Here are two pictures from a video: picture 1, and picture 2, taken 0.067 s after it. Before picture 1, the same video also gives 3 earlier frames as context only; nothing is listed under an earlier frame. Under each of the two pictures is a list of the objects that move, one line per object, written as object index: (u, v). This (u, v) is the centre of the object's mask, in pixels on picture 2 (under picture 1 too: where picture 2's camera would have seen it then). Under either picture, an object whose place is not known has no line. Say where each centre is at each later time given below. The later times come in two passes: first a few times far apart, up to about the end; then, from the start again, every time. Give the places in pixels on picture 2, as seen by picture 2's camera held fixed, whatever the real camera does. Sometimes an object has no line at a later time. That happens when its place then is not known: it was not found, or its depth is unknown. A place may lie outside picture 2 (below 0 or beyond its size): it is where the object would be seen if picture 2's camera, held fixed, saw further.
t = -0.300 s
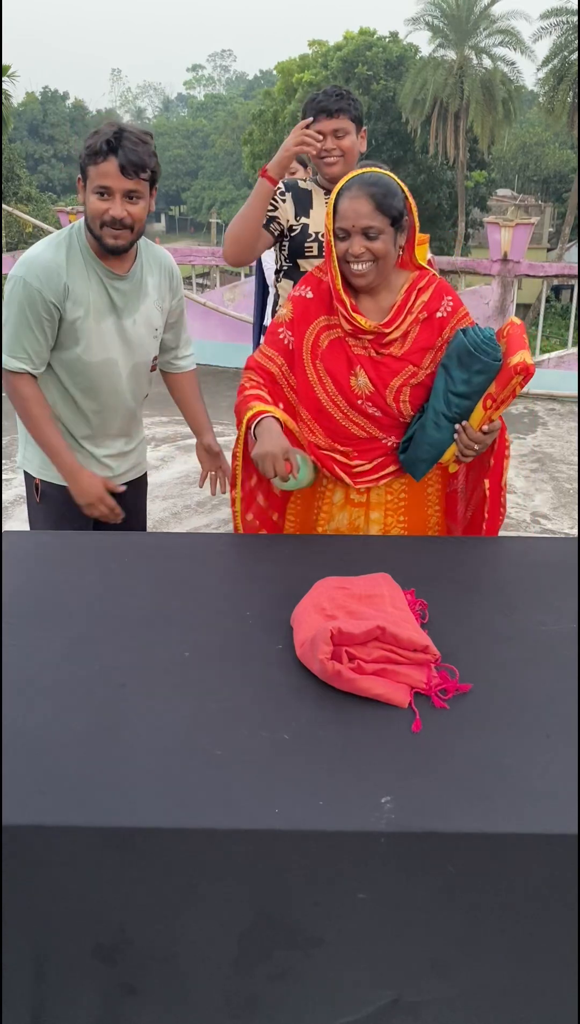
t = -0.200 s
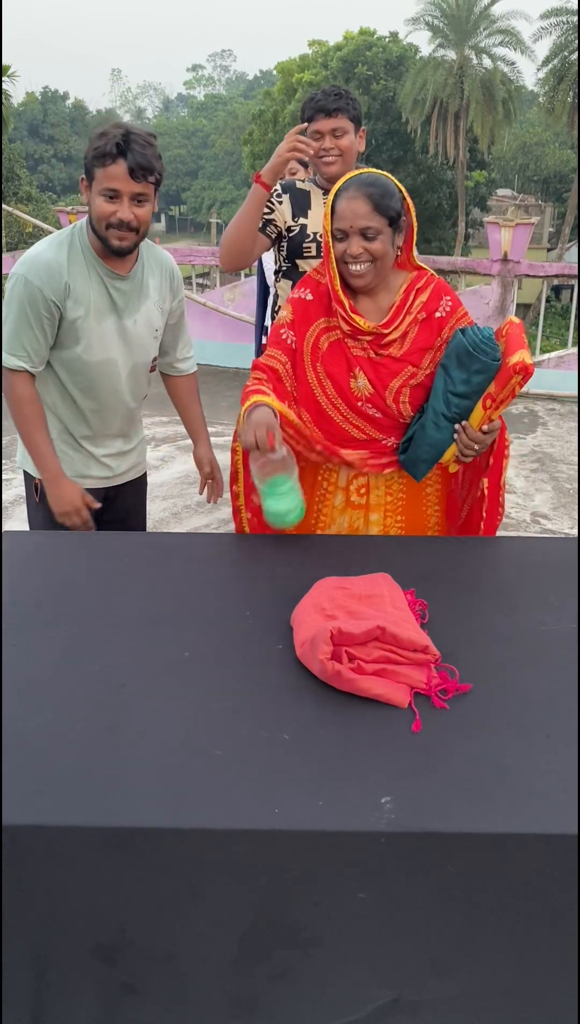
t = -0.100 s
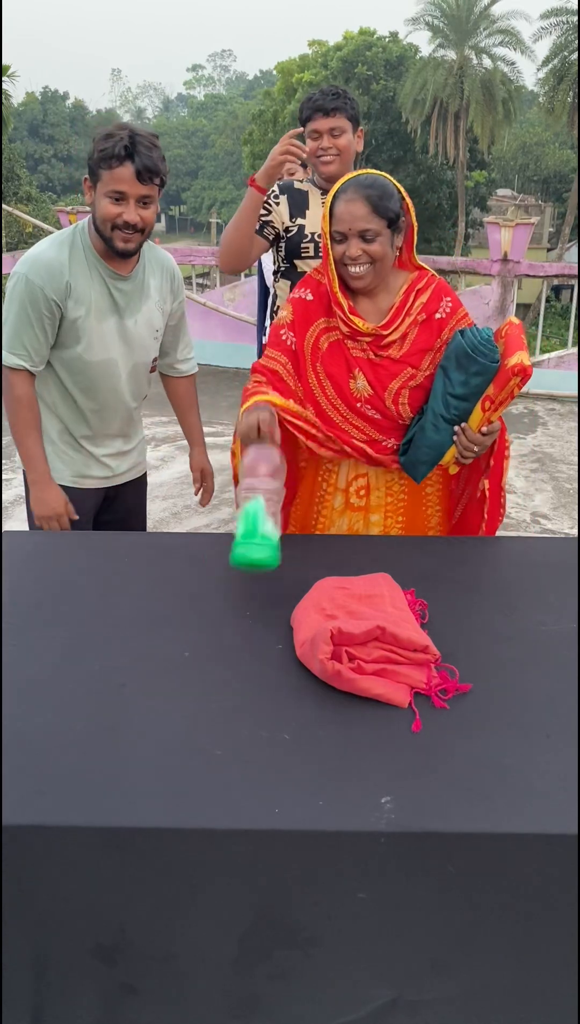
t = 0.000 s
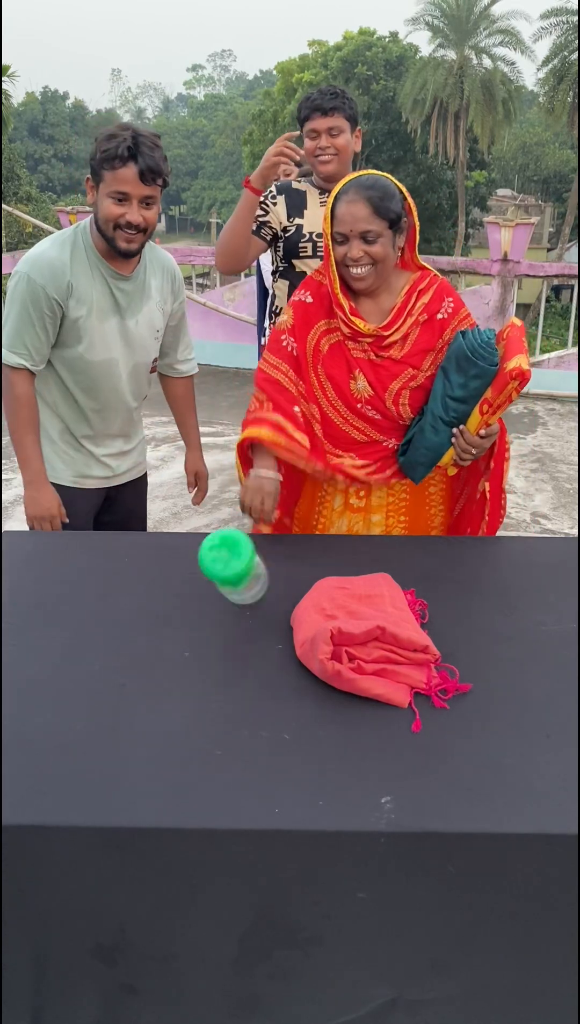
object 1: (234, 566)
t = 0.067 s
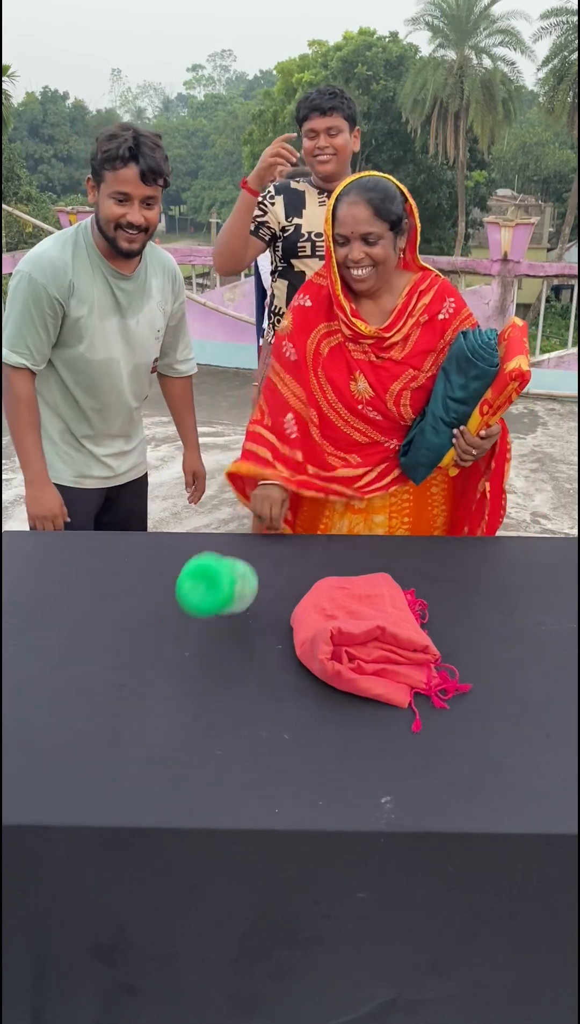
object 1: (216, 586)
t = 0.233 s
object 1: (180, 687)
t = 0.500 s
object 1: (164, 722)
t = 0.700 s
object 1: (168, 723)
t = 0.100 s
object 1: (208, 607)
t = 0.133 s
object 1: (199, 635)
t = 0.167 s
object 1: (191, 666)
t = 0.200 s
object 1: (188, 674)
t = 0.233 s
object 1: (180, 687)
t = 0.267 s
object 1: (173, 698)
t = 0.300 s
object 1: (167, 707)
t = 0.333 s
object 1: (162, 713)
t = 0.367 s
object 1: (159, 719)
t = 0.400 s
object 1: (160, 721)
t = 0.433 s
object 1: (162, 722)
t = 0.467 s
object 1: (163, 722)
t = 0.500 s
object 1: (164, 722)
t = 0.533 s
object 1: (164, 722)
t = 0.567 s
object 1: (164, 722)
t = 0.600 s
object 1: (164, 722)
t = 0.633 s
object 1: (165, 722)
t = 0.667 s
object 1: (166, 723)
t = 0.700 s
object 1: (168, 723)
